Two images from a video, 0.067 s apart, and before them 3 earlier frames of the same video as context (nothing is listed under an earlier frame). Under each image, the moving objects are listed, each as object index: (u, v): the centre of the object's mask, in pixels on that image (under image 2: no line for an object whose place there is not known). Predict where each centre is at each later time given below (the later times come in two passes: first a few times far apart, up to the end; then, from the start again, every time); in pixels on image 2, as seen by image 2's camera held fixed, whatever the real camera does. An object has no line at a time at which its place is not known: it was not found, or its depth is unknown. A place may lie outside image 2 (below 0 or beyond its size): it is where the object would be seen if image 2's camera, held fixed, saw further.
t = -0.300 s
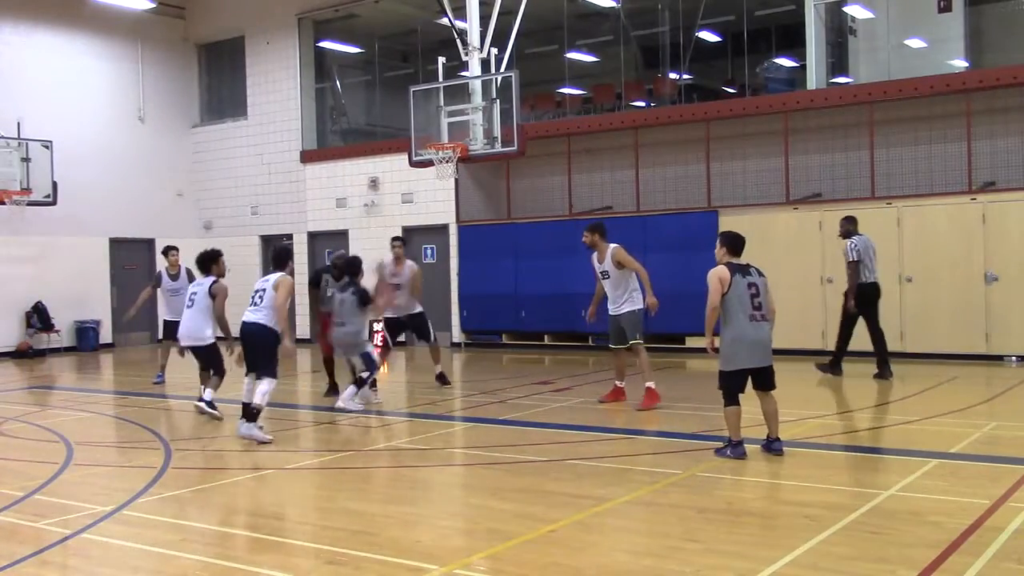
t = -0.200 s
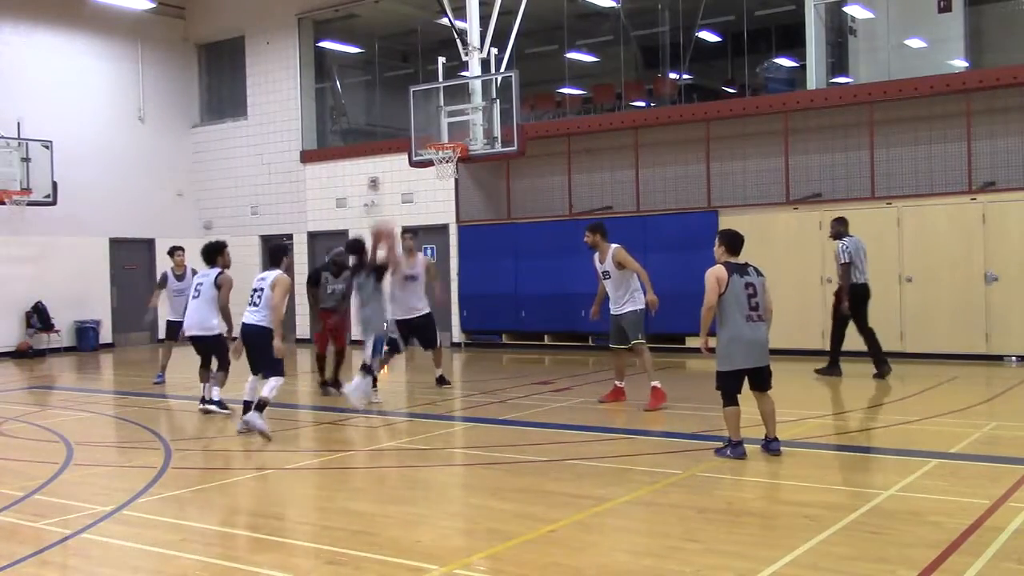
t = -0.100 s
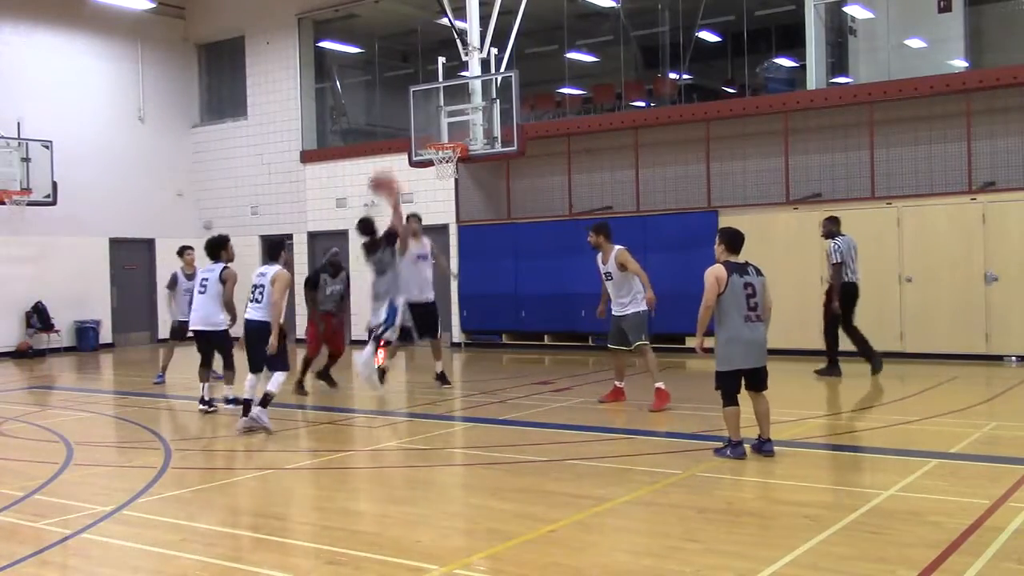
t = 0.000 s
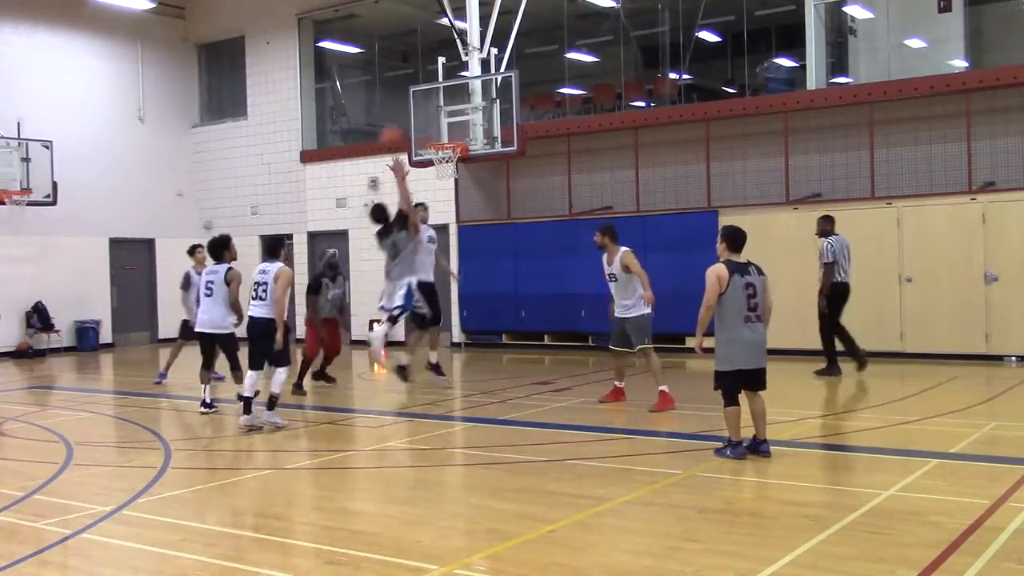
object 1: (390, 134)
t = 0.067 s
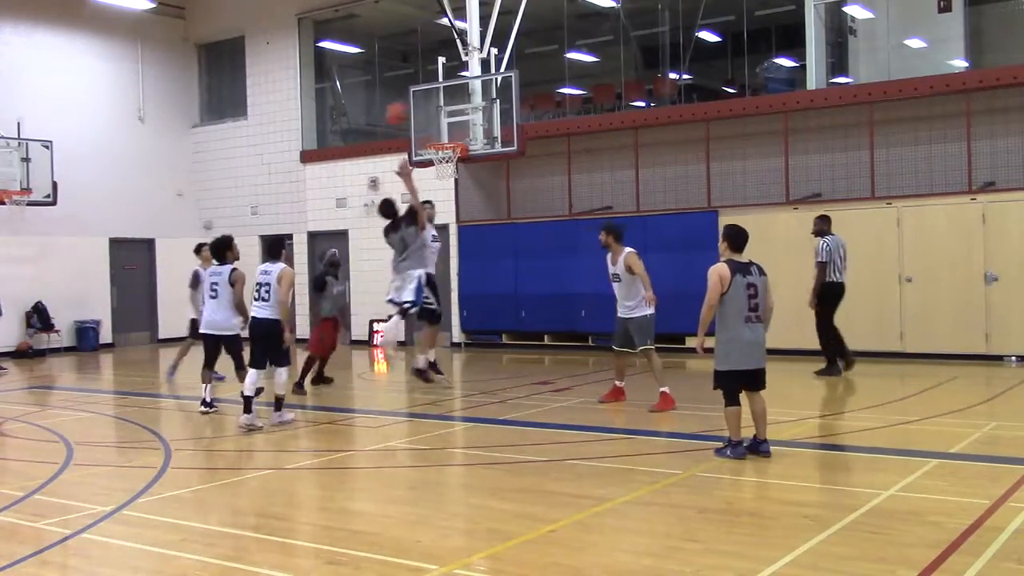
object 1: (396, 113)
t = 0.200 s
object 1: (408, 79)
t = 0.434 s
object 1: (426, 63)
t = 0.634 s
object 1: (441, 80)
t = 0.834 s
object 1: (457, 129)
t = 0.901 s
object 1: (450, 136)
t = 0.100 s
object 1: (400, 103)
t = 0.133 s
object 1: (402, 96)
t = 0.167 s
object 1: (405, 87)
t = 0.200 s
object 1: (408, 79)
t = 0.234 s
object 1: (411, 74)
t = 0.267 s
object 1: (413, 70)
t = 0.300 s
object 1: (416, 67)
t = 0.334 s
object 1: (418, 65)
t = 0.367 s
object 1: (421, 63)
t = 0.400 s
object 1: (424, 63)
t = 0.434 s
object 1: (426, 63)
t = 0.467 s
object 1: (428, 64)
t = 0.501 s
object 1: (431, 65)
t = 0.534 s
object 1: (434, 67)
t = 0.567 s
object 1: (437, 71)
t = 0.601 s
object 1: (439, 75)
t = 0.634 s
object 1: (441, 80)
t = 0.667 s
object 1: (444, 87)
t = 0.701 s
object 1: (448, 95)
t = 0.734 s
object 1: (450, 99)
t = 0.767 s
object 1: (453, 108)
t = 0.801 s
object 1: (455, 119)
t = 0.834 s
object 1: (457, 129)
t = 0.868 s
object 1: (455, 134)
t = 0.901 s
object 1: (450, 136)
